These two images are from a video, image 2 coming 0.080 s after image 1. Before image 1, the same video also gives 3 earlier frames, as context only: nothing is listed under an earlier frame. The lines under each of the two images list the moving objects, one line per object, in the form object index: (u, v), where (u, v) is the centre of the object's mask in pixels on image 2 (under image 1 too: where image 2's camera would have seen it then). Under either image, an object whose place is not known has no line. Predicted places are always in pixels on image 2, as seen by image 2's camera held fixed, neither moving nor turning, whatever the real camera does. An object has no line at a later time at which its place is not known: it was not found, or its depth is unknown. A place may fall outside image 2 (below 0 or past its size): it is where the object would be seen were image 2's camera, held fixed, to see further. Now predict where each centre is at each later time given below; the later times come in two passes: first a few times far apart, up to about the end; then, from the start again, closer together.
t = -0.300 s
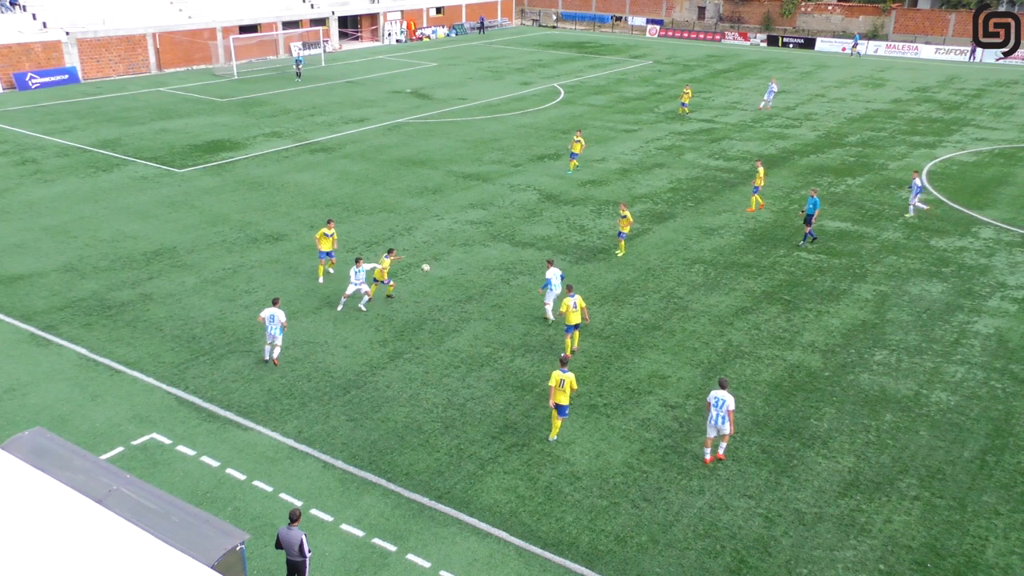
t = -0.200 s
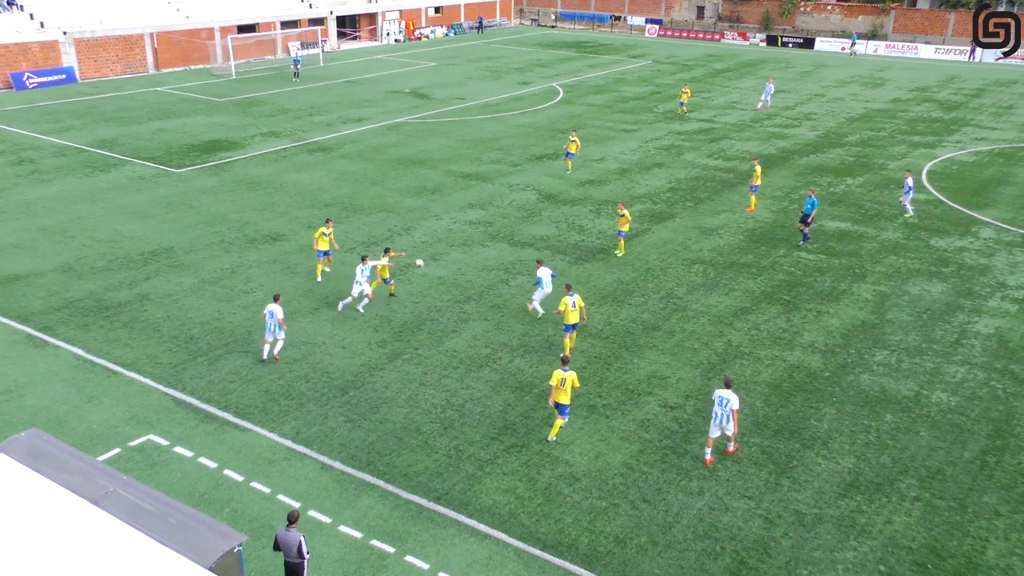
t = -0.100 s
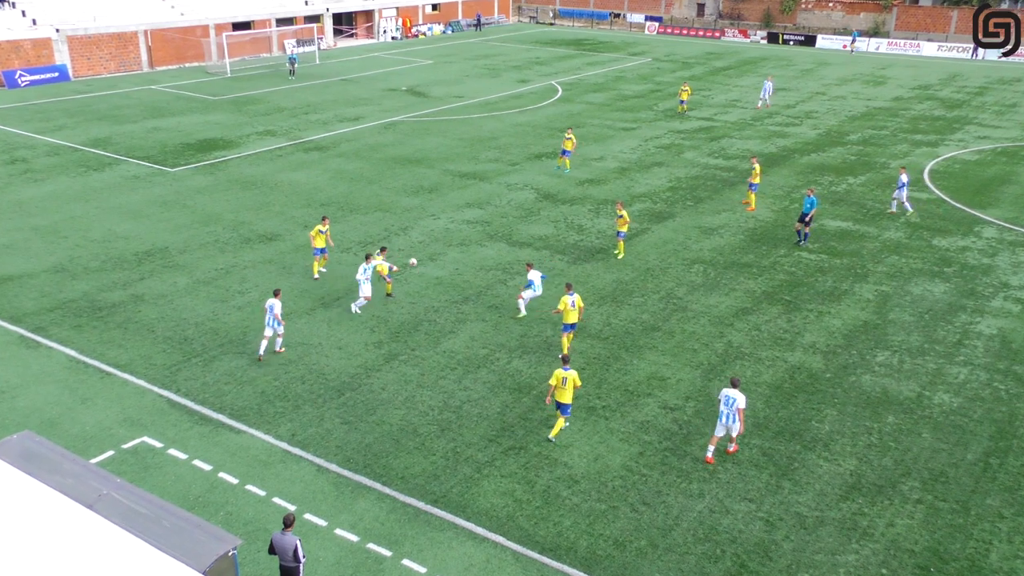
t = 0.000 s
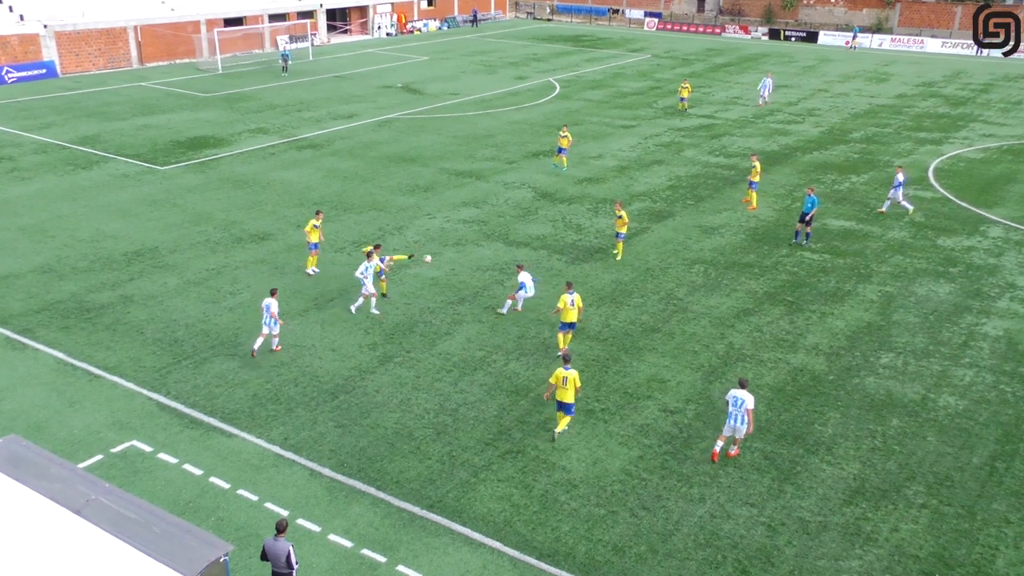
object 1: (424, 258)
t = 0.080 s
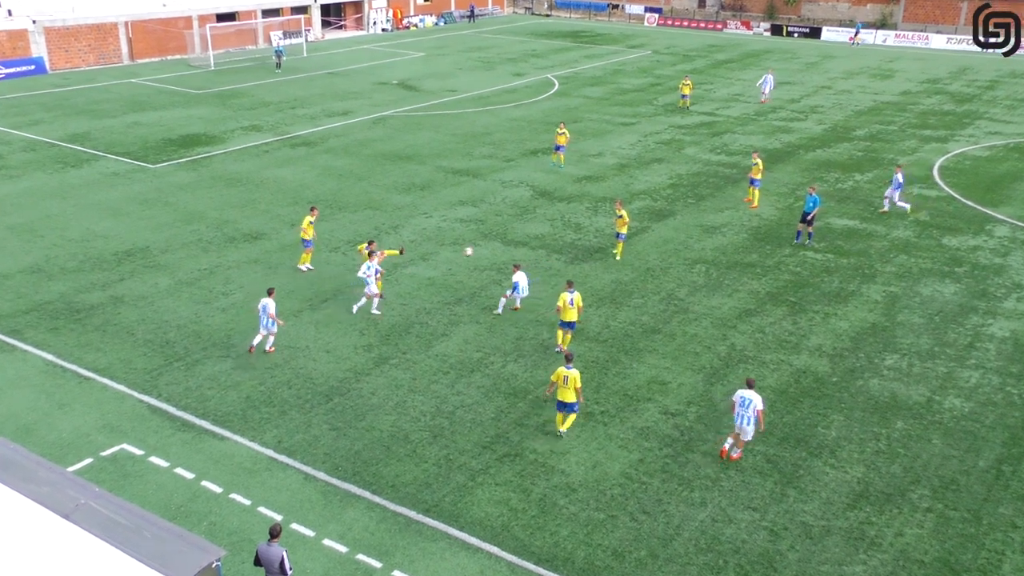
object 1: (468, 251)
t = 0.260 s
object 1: (578, 249)
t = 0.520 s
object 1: (765, 279)
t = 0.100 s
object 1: (480, 251)
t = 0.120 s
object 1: (492, 249)
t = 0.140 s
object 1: (503, 249)
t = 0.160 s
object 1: (515, 249)
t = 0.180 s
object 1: (527, 247)
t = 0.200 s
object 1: (540, 248)
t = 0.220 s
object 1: (552, 249)
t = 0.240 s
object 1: (564, 249)
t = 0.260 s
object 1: (578, 249)
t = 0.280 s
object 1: (591, 250)
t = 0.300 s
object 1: (605, 251)
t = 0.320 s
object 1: (618, 252)
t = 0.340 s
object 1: (632, 254)
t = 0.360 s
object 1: (646, 256)
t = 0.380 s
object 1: (660, 258)
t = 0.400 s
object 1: (675, 260)
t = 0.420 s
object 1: (689, 263)
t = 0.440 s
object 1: (704, 266)
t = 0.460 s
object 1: (719, 269)
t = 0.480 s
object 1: (734, 272)
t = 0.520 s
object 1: (765, 279)
